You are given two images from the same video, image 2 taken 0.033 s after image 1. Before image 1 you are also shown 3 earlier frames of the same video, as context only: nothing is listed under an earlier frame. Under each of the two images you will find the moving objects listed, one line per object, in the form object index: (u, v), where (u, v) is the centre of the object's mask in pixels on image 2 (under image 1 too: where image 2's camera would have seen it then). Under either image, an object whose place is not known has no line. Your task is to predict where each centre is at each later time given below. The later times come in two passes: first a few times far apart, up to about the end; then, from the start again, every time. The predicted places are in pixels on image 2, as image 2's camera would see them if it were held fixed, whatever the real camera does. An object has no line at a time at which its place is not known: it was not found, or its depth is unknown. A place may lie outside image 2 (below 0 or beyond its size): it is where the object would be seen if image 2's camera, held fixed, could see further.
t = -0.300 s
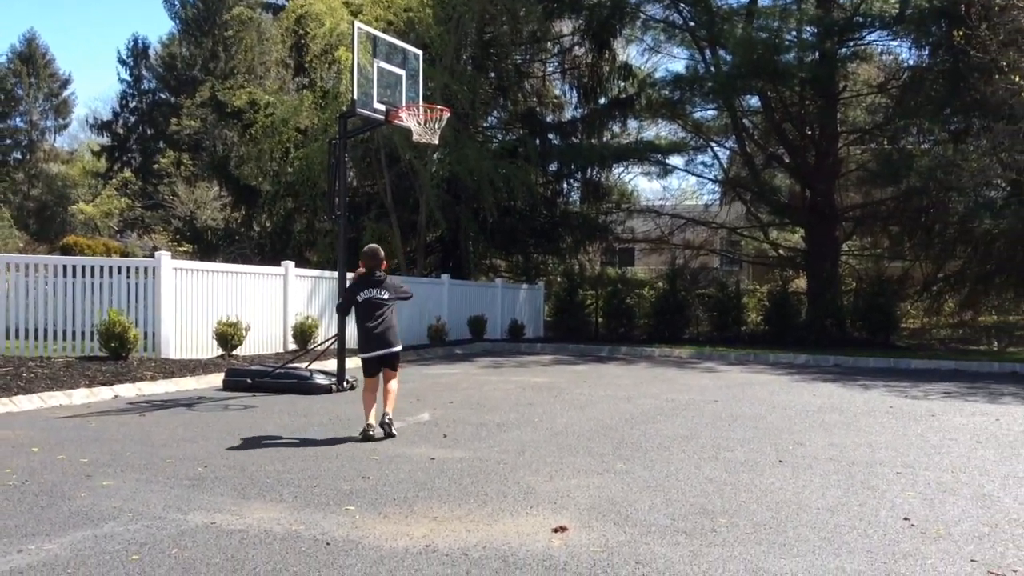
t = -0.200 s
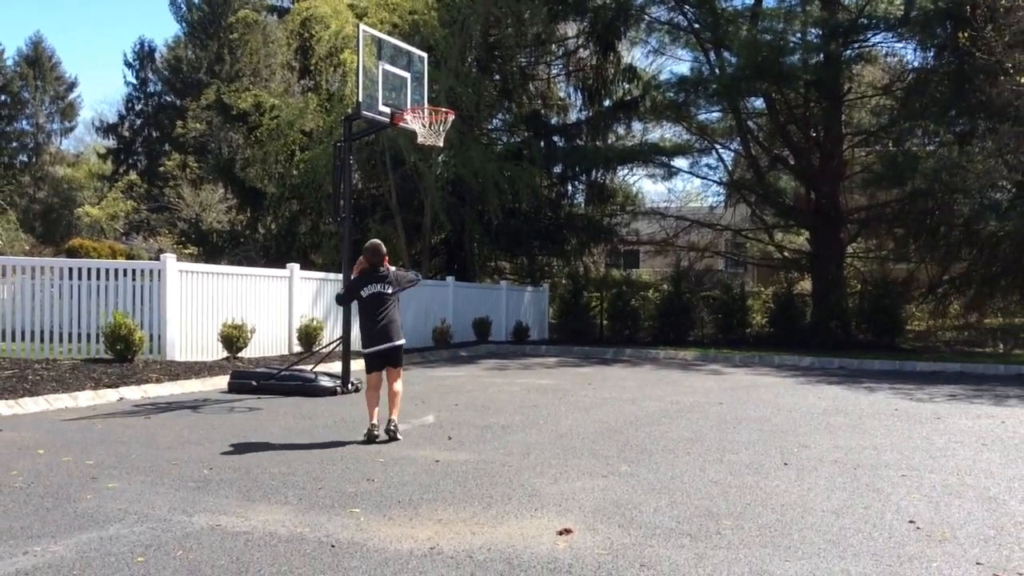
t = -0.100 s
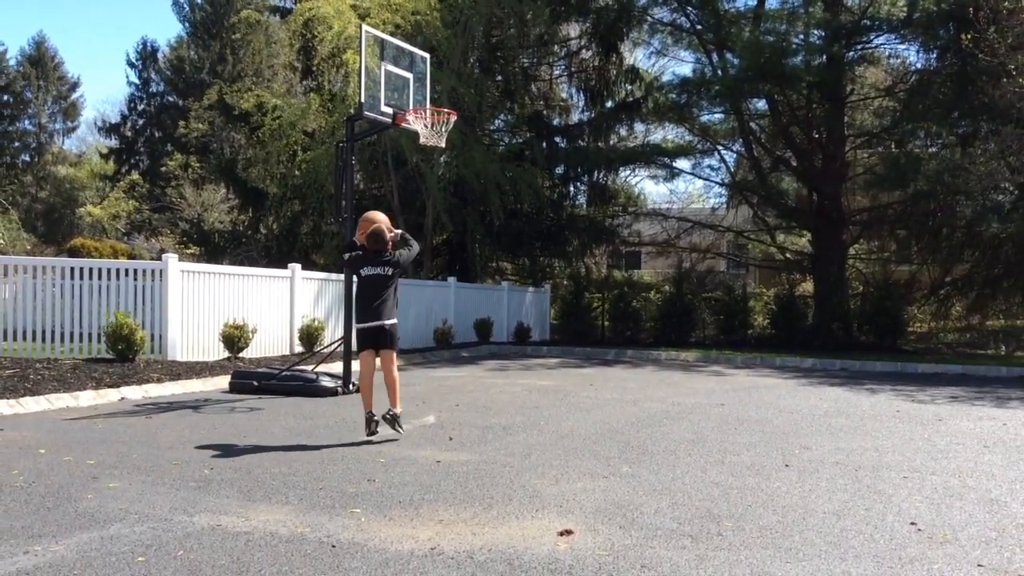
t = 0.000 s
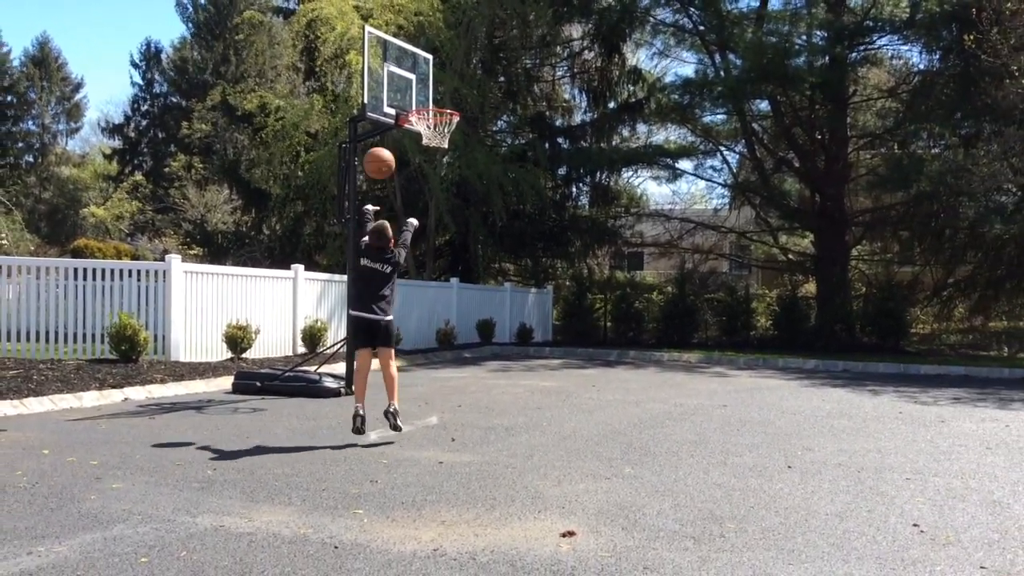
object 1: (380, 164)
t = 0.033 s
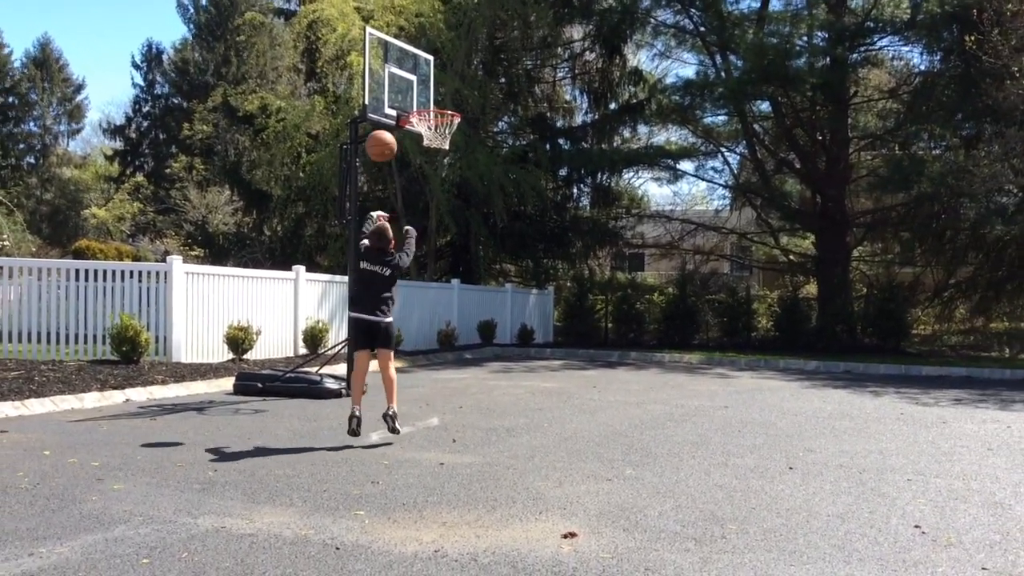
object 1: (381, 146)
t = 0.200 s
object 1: (385, 79)
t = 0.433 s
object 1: (390, 50)
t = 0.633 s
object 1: (396, 72)
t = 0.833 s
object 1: (434, 110)
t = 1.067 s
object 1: (444, 143)
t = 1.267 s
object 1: (429, 168)
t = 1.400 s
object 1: (421, 213)
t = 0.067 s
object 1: (382, 129)
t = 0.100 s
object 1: (383, 114)
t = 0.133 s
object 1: (384, 101)
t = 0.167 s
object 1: (385, 89)
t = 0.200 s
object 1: (385, 79)
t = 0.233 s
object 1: (386, 71)
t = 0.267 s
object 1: (387, 63)
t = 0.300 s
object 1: (388, 58)
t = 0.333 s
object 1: (388, 54)
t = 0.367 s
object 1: (389, 51)
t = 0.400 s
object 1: (390, 50)
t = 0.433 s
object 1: (390, 50)
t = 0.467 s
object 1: (391, 51)
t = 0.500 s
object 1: (392, 53)
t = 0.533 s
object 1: (393, 56)
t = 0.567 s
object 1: (394, 60)
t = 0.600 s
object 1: (395, 65)
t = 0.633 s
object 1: (396, 72)
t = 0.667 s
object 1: (402, 76)
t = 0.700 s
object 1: (409, 81)
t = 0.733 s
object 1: (416, 87)
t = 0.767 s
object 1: (423, 95)
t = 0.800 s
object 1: (429, 101)
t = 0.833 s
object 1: (434, 110)
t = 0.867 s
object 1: (440, 122)
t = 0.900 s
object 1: (448, 133)
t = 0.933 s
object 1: (448, 142)
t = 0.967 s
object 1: (447, 139)
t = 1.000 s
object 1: (446, 137)
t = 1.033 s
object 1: (445, 138)
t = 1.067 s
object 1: (444, 143)
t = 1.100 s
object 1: (441, 143)
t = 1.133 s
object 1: (439, 145)
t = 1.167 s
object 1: (437, 148)
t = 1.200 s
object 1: (435, 154)
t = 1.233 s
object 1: (432, 160)
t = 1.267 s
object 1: (429, 168)
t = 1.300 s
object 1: (428, 177)
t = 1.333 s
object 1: (425, 188)
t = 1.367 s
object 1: (423, 200)
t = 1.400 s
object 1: (421, 213)
